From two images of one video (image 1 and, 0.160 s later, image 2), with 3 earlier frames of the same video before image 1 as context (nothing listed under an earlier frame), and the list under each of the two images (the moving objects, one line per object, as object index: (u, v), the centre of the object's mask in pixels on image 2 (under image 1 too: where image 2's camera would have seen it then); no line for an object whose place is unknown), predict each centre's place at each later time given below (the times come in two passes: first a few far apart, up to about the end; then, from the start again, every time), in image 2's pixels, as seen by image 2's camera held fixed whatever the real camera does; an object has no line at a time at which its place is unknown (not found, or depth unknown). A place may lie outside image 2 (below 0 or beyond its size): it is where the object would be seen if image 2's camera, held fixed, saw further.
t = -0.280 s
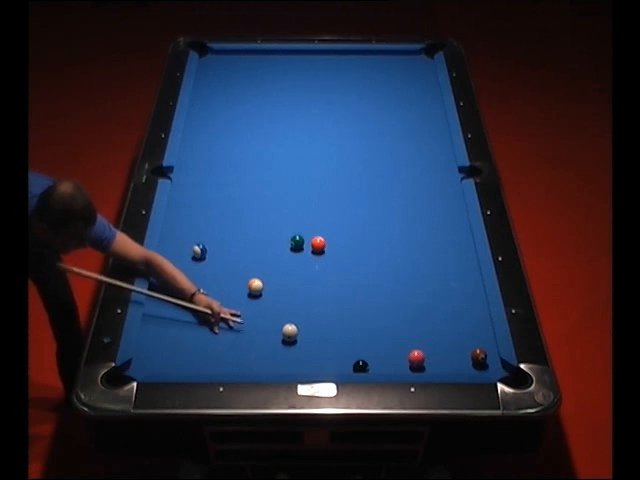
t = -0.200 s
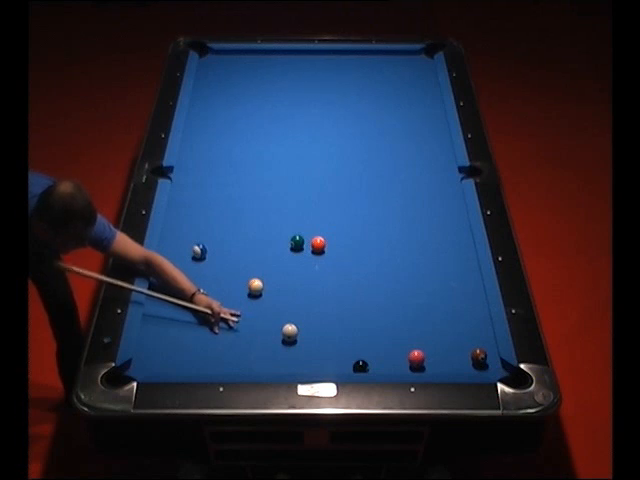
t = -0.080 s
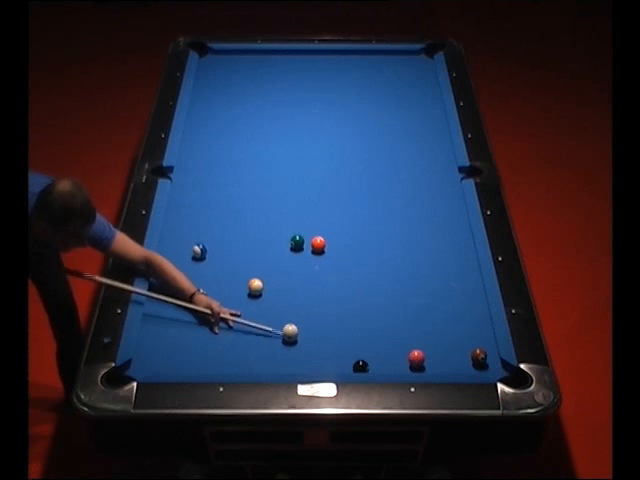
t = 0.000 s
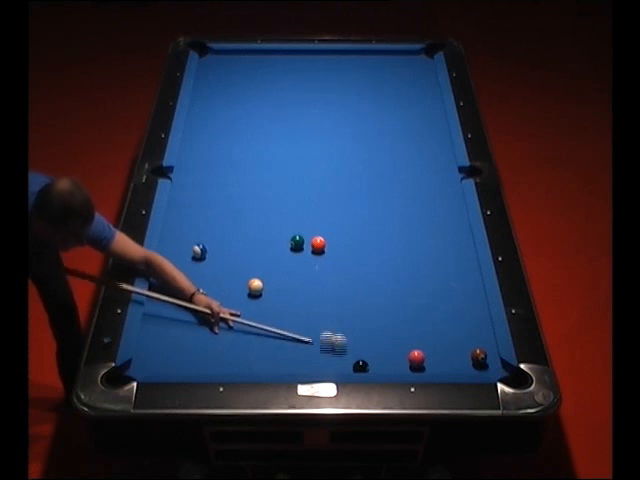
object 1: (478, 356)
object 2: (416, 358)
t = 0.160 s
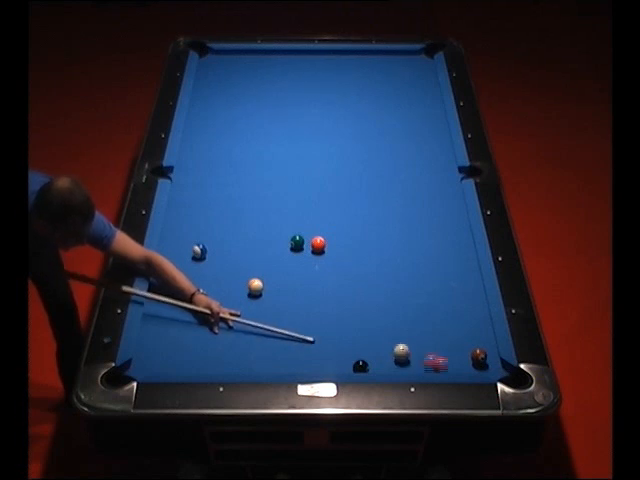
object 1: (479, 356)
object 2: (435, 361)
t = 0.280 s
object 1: (483, 351)
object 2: (474, 365)
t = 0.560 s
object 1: (465, 330)
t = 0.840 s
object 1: (439, 313)
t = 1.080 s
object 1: (420, 300)
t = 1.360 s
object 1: (399, 287)
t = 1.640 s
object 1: (379, 274)
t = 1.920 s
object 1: (362, 263)
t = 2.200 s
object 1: (346, 253)
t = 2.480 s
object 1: (332, 244)
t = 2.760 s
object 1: (328, 236)
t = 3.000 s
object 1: (325, 229)
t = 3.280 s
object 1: (322, 222)
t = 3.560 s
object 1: (319, 217)
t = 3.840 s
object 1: (317, 214)
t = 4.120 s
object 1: (315, 211)
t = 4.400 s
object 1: (313, 208)
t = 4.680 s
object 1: (311, 207)
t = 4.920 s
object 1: (311, 206)
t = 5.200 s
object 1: (309, 206)
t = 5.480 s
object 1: (310, 205)
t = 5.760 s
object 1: (310, 205)
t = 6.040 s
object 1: (310, 206)
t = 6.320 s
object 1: (310, 206)
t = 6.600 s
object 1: (310, 206)
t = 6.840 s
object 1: (310, 206)
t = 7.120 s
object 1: (310, 206)
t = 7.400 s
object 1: (310, 206)
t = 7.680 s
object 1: (311, 206)
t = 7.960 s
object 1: (311, 206)
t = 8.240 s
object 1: (310, 206)
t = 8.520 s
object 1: (310, 206)
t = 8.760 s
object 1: (310, 207)
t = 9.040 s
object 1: (310, 207)
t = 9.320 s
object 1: (310, 207)
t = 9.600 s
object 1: (310, 206)
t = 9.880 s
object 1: (310, 207)
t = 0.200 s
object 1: (479, 356)
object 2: (454, 366)
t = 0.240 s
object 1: (480, 354)
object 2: (469, 363)
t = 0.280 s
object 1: (483, 351)
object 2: (474, 365)
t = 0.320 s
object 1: (488, 346)
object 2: (480, 367)
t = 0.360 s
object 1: (484, 343)
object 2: (487, 367)
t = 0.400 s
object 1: (480, 340)
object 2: (493, 369)
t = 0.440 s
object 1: (476, 337)
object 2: (499, 372)
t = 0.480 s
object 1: (473, 335)
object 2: (504, 376)
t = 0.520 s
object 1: (469, 333)
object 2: (511, 382)
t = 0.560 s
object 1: (465, 330)
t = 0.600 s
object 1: (461, 328)
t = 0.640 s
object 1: (457, 325)
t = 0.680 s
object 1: (454, 323)
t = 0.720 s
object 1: (450, 320)
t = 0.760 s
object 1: (446, 317)
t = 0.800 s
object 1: (443, 315)
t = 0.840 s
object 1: (439, 313)
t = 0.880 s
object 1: (436, 311)
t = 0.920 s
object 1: (433, 310)
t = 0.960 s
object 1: (429, 306)
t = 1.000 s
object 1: (426, 304)
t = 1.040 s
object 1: (423, 302)
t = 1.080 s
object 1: (420, 300)
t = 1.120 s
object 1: (416, 298)
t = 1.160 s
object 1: (414, 296)
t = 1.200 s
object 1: (410, 294)
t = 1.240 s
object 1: (407, 292)
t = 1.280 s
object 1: (404, 291)
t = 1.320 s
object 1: (401, 289)
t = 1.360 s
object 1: (399, 287)
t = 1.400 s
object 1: (395, 284)
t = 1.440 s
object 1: (392, 283)
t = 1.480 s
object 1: (390, 281)
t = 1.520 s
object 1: (387, 279)
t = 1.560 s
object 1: (385, 278)
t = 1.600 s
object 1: (382, 275)
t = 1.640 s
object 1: (379, 274)
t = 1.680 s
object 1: (377, 272)
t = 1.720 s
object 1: (374, 271)
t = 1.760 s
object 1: (372, 269)
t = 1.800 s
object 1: (369, 268)
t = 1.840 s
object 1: (367, 266)
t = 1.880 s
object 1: (364, 265)
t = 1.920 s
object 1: (362, 263)
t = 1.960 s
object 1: (360, 261)
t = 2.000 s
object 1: (357, 260)
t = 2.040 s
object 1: (355, 259)
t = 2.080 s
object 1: (353, 257)
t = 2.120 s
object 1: (351, 256)
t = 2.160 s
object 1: (349, 254)
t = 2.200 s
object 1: (346, 253)
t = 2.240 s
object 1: (344, 252)
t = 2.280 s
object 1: (342, 251)
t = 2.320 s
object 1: (340, 249)
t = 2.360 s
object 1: (338, 248)
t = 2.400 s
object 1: (336, 247)
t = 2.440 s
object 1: (334, 245)
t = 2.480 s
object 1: (332, 244)
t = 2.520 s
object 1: (331, 242)
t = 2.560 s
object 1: (331, 241)
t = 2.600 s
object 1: (330, 240)
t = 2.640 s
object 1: (330, 239)
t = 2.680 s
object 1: (329, 238)
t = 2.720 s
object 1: (328, 237)
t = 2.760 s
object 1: (328, 236)
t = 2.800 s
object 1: (327, 234)
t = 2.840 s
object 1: (327, 233)
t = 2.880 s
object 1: (327, 232)
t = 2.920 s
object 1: (326, 231)
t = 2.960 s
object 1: (325, 230)
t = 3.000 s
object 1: (325, 229)
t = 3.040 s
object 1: (324, 228)
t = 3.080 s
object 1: (324, 228)
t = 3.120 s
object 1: (323, 227)
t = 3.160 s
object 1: (323, 226)
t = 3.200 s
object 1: (322, 225)
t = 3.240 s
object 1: (322, 224)
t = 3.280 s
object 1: (322, 222)
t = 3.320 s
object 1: (321, 222)
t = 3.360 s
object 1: (321, 221)
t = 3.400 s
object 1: (320, 220)
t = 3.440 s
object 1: (320, 219)
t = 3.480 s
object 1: (319, 219)
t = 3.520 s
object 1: (319, 218)
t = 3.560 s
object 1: (319, 217)
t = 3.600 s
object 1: (318, 216)
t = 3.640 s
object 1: (318, 216)
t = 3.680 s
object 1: (318, 216)
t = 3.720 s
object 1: (318, 216)
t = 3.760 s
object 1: (317, 215)
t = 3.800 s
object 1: (317, 215)
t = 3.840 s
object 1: (317, 214)
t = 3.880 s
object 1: (316, 214)
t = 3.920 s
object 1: (316, 213)
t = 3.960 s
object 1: (316, 213)
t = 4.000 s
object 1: (316, 212)
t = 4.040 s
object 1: (315, 212)
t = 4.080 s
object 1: (315, 211)
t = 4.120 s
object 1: (315, 211)
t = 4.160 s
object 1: (315, 211)
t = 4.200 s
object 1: (315, 210)
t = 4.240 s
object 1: (314, 210)
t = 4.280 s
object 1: (314, 209)
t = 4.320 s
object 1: (314, 209)
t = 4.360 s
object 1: (313, 209)
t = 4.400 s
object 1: (313, 208)
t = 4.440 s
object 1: (313, 208)
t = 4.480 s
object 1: (312, 208)
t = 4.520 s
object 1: (312, 208)
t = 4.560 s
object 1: (312, 207)
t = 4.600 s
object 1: (312, 207)
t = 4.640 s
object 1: (311, 207)
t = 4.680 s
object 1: (311, 207)
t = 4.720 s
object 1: (311, 207)
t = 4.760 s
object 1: (311, 207)
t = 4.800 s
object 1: (311, 207)
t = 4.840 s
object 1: (311, 206)
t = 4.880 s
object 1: (311, 206)
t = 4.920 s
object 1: (311, 206)
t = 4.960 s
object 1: (310, 206)
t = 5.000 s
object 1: (310, 206)
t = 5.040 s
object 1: (309, 206)
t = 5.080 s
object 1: (309, 205)
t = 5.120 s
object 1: (309, 206)
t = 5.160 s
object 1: (309, 206)
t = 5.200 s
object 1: (309, 206)
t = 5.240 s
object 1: (309, 206)
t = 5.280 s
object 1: (310, 206)
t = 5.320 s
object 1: (310, 205)
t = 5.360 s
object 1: (310, 206)
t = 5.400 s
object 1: (310, 206)
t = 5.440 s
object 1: (310, 205)
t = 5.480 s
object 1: (310, 205)
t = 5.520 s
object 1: (310, 206)
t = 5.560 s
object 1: (310, 205)
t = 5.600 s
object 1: (310, 205)
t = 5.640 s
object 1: (310, 205)
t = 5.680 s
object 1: (309, 205)
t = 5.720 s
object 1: (310, 206)
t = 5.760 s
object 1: (310, 205)
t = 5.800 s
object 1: (310, 206)
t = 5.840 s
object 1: (310, 206)
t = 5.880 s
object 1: (310, 205)
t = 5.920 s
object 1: (310, 206)
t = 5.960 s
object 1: (310, 206)
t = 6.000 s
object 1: (310, 205)
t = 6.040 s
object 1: (310, 206)
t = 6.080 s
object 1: (310, 206)
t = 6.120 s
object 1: (310, 206)
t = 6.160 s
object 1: (310, 206)
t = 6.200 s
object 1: (310, 206)
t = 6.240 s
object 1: (310, 206)
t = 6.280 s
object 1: (310, 206)
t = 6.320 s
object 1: (310, 206)
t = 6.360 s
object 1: (310, 206)
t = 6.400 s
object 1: (310, 206)
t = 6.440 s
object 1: (310, 206)
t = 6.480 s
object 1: (310, 206)
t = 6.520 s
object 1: (310, 206)
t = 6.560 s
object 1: (310, 206)
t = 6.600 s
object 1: (310, 206)
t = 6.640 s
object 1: (310, 206)
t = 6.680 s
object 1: (310, 206)
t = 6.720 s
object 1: (310, 206)
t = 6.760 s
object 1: (310, 206)
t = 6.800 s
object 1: (310, 206)
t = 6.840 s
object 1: (310, 206)
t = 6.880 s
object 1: (310, 206)
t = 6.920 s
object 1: (310, 206)
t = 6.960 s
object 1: (310, 206)
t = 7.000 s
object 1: (310, 206)
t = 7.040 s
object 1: (310, 206)
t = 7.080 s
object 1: (310, 206)
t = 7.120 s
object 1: (310, 206)
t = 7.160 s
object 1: (310, 206)
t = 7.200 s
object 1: (311, 206)
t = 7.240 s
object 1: (310, 206)
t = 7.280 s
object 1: (310, 206)
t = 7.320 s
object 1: (311, 206)
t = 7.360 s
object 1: (310, 206)
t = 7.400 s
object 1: (310, 206)
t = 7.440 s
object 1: (310, 206)
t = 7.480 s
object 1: (311, 206)
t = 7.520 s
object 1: (311, 206)
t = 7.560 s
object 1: (311, 206)
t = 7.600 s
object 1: (311, 206)
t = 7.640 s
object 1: (310, 206)
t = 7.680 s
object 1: (311, 206)
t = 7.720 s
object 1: (310, 206)
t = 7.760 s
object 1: (310, 206)
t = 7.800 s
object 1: (310, 207)
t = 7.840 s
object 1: (311, 206)
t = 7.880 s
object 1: (311, 206)
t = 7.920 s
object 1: (311, 206)
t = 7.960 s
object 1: (311, 206)
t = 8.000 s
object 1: (311, 206)
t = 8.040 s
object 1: (310, 206)
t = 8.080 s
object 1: (310, 206)
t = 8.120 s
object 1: (310, 206)
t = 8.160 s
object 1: (310, 206)
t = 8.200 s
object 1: (310, 206)
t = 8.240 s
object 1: (310, 206)
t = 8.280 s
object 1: (310, 206)
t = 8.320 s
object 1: (310, 207)
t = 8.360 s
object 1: (310, 207)
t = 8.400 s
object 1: (310, 207)
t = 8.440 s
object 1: (310, 207)
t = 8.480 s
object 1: (310, 207)
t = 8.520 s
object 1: (310, 206)
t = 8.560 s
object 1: (310, 207)
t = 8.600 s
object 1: (310, 206)
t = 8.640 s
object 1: (310, 206)
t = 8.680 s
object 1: (310, 207)
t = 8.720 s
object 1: (310, 207)
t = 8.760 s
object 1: (310, 207)
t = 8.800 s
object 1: (310, 207)
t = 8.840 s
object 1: (310, 207)
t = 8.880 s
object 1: (310, 207)
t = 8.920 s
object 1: (310, 207)
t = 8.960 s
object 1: (310, 207)
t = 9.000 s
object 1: (310, 207)
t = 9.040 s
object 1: (310, 207)
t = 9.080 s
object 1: (310, 207)
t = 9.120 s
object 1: (310, 207)
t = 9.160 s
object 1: (310, 207)
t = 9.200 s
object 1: (310, 207)
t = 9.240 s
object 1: (310, 207)
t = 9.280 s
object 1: (310, 207)
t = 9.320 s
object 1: (310, 207)
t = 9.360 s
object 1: (310, 207)
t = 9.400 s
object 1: (310, 207)
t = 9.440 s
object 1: (310, 207)
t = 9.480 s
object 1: (310, 207)
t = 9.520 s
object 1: (310, 207)
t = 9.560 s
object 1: (310, 207)
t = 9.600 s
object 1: (310, 206)
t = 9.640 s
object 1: (310, 207)
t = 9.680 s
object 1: (310, 207)
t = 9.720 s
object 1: (310, 206)
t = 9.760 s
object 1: (310, 207)
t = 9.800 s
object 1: (310, 207)
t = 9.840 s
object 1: (310, 207)
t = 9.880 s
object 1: (310, 207)
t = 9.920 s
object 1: (310, 207)
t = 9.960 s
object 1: (310, 207)
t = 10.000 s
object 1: (310, 207)
